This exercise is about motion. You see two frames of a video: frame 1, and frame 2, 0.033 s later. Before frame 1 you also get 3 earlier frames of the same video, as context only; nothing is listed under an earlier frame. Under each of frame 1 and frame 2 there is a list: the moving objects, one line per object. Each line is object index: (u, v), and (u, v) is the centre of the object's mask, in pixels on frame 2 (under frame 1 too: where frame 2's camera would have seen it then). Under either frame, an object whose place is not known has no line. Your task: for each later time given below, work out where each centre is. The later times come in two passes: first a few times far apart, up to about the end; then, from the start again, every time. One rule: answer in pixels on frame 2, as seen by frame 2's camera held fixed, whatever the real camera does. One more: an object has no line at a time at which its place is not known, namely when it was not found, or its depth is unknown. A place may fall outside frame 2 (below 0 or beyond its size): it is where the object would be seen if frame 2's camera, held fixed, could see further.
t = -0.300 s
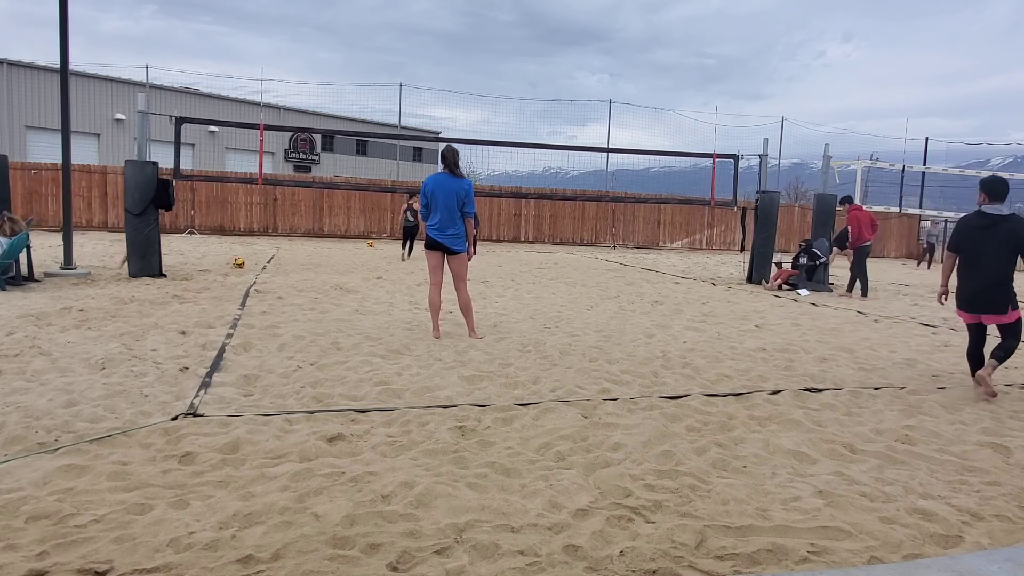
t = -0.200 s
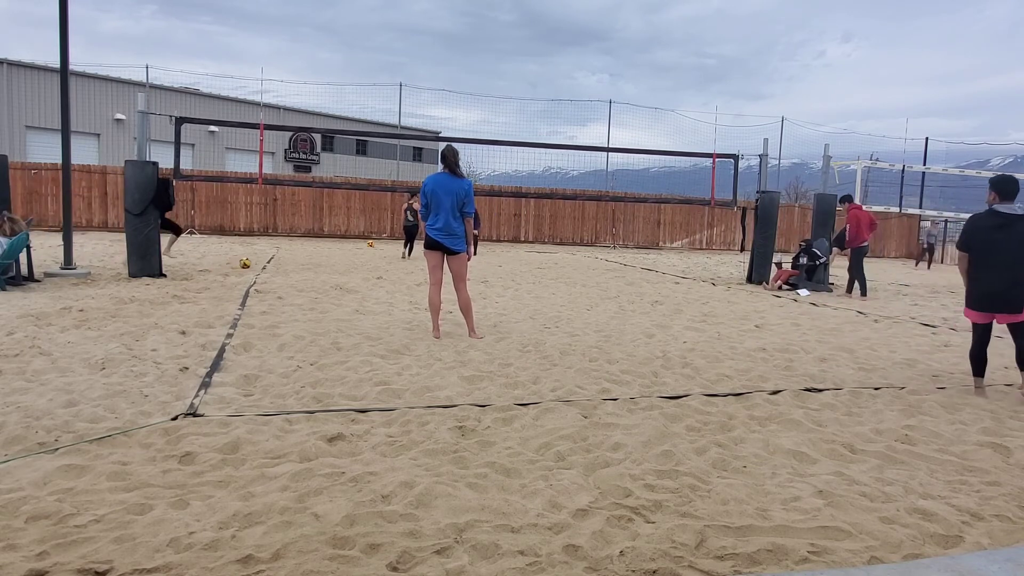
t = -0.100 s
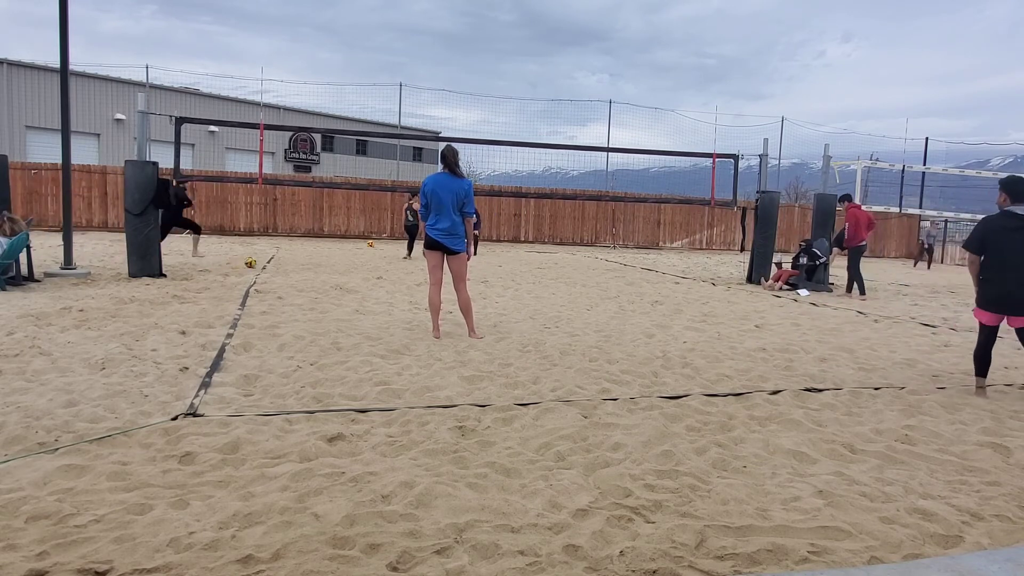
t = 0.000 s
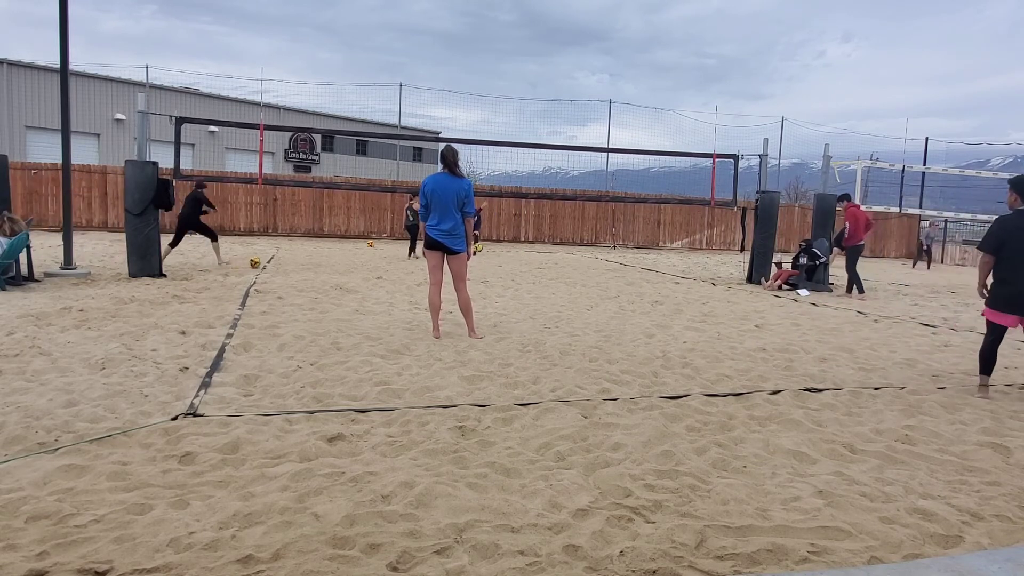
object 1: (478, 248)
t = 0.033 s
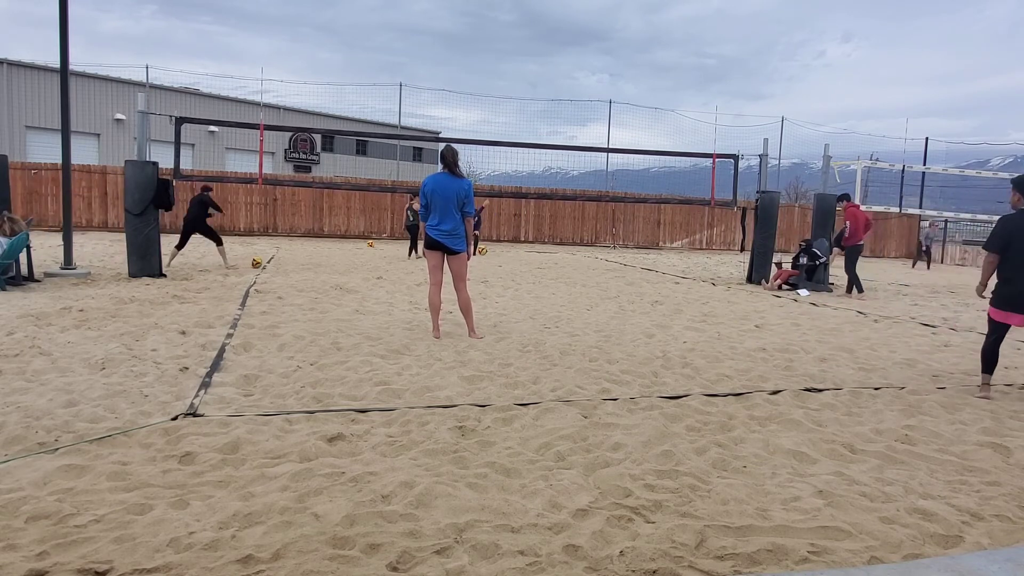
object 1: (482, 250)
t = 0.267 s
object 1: (513, 265)
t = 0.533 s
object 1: (546, 262)
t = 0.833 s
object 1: (583, 289)
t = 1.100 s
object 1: (607, 307)
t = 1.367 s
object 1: (633, 309)
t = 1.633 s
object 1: (668, 321)
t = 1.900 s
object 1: (710, 338)
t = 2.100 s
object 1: (745, 351)
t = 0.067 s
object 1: (486, 253)
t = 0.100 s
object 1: (490, 257)
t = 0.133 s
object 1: (495, 261)
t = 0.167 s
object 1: (500, 267)
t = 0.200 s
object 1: (505, 272)
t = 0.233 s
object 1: (509, 269)
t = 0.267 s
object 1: (513, 265)
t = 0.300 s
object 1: (516, 263)
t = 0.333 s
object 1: (521, 261)
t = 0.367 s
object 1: (524, 260)
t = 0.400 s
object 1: (529, 258)
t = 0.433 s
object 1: (533, 258)
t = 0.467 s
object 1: (537, 259)
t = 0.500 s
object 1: (541, 260)
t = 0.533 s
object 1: (546, 262)
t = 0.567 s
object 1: (550, 265)
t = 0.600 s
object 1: (555, 269)
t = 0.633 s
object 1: (560, 274)
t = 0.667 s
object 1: (565, 279)
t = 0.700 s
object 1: (569, 285)
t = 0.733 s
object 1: (574, 293)
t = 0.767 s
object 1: (578, 294)
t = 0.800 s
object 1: (581, 291)
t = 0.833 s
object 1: (583, 289)
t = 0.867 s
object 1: (586, 289)
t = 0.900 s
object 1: (589, 288)
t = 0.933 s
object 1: (592, 289)
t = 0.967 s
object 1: (595, 291)
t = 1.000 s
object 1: (598, 294)
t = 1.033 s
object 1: (601, 297)
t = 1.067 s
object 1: (604, 302)
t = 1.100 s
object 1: (607, 307)
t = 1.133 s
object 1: (610, 306)
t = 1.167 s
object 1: (614, 303)
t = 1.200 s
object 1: (617, 301)
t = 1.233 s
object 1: (620, 301)
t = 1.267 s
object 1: (623, 301)
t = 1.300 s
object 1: (626, 303)
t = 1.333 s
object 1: (630, 306)
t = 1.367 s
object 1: (633, 309)
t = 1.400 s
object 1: (636, 314)
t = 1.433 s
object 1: (640, 320)
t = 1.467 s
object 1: (644, 322)
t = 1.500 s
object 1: (648, 321)
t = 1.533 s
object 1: (653, 319)
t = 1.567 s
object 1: (658, 319)
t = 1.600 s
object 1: (663, 319)
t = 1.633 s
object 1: (668, 321)
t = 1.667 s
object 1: (673, 325)
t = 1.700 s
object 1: (679, 329)
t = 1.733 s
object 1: (684, 334)
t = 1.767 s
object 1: (689, 335)
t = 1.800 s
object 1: (694, 334)
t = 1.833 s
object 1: (700, 334)
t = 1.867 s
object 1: (705, 335)
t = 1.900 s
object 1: (710, 338)
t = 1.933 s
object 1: (715, 341)
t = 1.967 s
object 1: (721, 343)
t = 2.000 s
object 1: (726, 346)
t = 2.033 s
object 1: (732, 350)
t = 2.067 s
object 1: (739, 352)
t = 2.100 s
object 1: (745, 351)
